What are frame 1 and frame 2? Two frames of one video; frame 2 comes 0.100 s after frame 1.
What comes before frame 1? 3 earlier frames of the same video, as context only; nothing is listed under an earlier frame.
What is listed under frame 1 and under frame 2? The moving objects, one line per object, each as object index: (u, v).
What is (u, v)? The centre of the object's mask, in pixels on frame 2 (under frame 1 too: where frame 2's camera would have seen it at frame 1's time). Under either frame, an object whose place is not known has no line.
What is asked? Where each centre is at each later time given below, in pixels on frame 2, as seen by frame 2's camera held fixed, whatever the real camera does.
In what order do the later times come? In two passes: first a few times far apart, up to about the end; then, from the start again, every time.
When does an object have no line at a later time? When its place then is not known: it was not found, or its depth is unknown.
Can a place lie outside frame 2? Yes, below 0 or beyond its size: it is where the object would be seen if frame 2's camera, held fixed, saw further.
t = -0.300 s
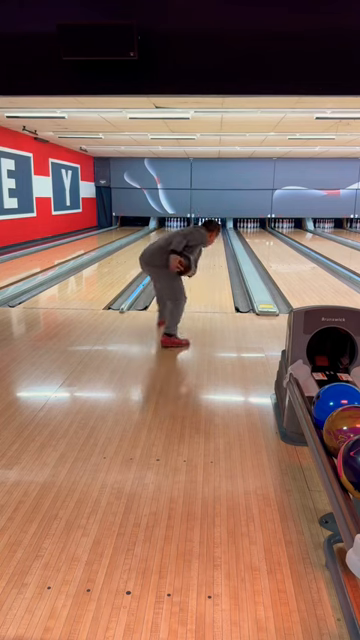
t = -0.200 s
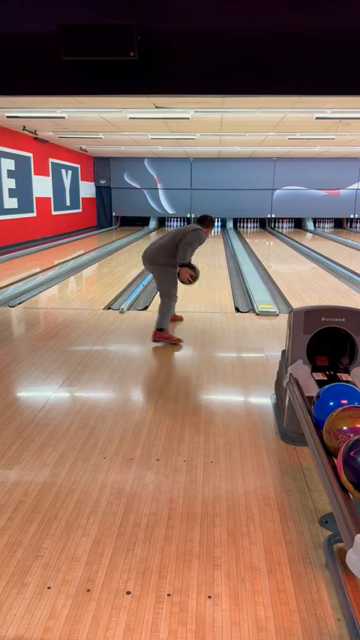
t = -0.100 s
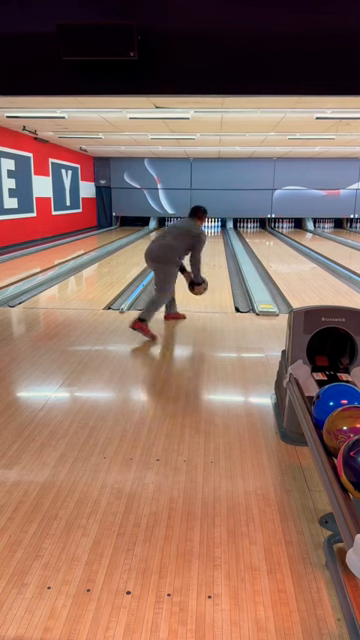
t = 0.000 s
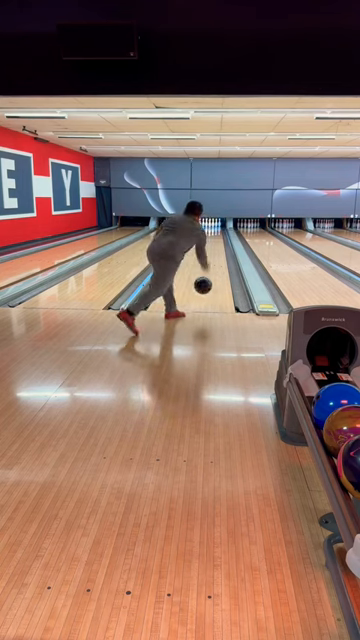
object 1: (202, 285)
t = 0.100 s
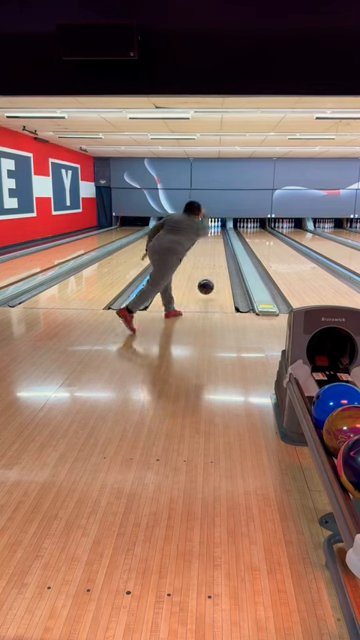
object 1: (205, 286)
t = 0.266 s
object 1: (208, 279)
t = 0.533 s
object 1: (212, 264)
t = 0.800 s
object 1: (214, 254)
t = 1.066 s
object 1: (215, 246)
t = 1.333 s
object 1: (215, 241)
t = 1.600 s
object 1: (216, 236)
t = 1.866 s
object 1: (216, 233)
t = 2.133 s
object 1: (215, 230)
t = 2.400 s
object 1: (214, 229)
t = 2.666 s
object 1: (212, 226)
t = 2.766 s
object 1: (212, 226)
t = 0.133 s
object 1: (206, 288)
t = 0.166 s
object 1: (207, 286)
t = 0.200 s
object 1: (207, 283)
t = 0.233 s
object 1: (208, 281)
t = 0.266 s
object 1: (208, 279)
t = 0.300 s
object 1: (209, 276)
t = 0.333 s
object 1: (210, 274)
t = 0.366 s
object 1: (210, 273)
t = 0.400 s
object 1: (210, 270)
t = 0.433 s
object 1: (211, 269)
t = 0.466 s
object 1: (211, 267)
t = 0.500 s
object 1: (212, 265)
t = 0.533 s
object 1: (212, 264)
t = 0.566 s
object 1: (212, 262)
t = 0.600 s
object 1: (212, 261)
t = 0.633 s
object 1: (213, 259)
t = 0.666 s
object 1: (213, 258)
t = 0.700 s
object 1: (213, 257)
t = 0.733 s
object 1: (214, 256)
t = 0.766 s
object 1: (214, 255)
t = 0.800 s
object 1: (214, 254)
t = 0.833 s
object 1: (214, 252)
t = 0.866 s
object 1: (214, 252)
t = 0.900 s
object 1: (214, 251)
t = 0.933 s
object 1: (214, 250)
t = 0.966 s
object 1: (214, 249)
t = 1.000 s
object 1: (215, 248)
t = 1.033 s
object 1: (215, 247)
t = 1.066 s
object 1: (215, 246)
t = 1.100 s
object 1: (215, 245)
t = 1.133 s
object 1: (215, 245)
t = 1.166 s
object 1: (215, 244)
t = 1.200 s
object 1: (215, 243)
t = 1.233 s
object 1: (215, 243)
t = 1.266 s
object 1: (215, 242)
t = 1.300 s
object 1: (215, 241)
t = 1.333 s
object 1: (215, 241)
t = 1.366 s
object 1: (215, 240)
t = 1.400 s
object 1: (216, 240)
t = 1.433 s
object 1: (216, 239)
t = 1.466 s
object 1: (216, 239)
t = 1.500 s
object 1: (216, 238)
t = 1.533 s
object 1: (216, 237)
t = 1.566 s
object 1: (216, 237)
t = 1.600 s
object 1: (216, 236)
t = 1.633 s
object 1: (216, 235)
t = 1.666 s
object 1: (216, 235)
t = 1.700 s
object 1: (216, 235)
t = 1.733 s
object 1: (216, 235)
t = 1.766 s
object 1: (216, 234)
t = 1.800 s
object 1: (216, 234)
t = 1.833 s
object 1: (216, 234)
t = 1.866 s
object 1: (216, 233)
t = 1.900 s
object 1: (216, 233)
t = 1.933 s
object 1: (216, 232)
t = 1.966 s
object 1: (215, 232)
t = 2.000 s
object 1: (215, 232)
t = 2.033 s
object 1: (215, 231)
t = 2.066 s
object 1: (215, 231)
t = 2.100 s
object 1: (215, 230)
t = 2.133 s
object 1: (215, 230)
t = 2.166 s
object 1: (215, 230)
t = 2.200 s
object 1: (215, 230)
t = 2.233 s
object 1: (215, 230)
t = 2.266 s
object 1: (215, 229)
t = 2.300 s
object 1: (215, 229)
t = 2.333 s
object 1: (215, 229)
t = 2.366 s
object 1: (215, 229)
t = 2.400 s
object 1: (214, 229)
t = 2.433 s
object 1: (213, 228)
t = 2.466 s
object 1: (213, 228)
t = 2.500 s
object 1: (213, 227)
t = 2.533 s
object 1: (213, 227)
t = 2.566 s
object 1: (212, 226)
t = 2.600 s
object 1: (212, 226)
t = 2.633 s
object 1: (212, 226)
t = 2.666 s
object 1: (212, 226)
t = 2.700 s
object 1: (212, 226)
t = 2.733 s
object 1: (212, 226)
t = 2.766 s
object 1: (212, 226)
